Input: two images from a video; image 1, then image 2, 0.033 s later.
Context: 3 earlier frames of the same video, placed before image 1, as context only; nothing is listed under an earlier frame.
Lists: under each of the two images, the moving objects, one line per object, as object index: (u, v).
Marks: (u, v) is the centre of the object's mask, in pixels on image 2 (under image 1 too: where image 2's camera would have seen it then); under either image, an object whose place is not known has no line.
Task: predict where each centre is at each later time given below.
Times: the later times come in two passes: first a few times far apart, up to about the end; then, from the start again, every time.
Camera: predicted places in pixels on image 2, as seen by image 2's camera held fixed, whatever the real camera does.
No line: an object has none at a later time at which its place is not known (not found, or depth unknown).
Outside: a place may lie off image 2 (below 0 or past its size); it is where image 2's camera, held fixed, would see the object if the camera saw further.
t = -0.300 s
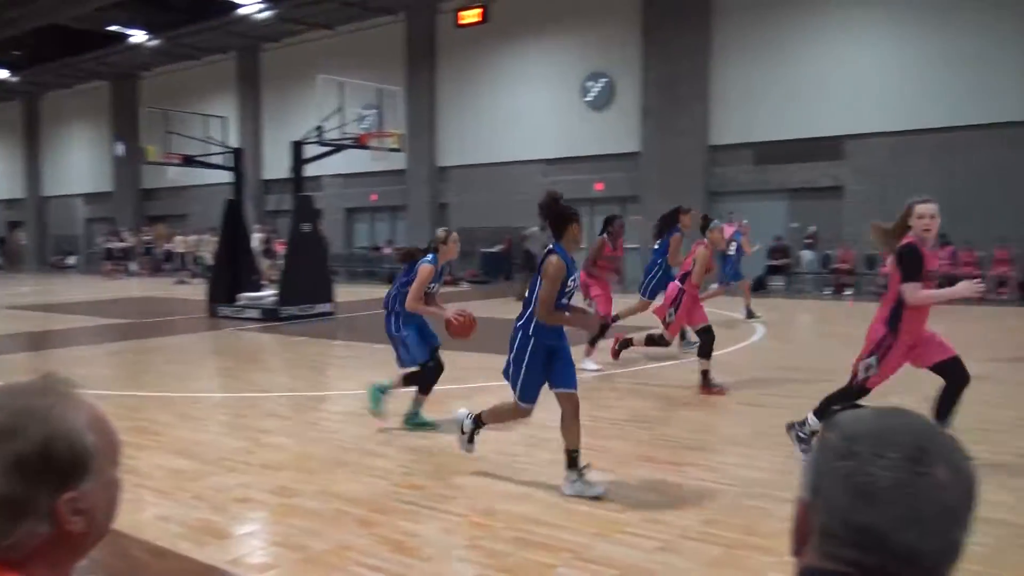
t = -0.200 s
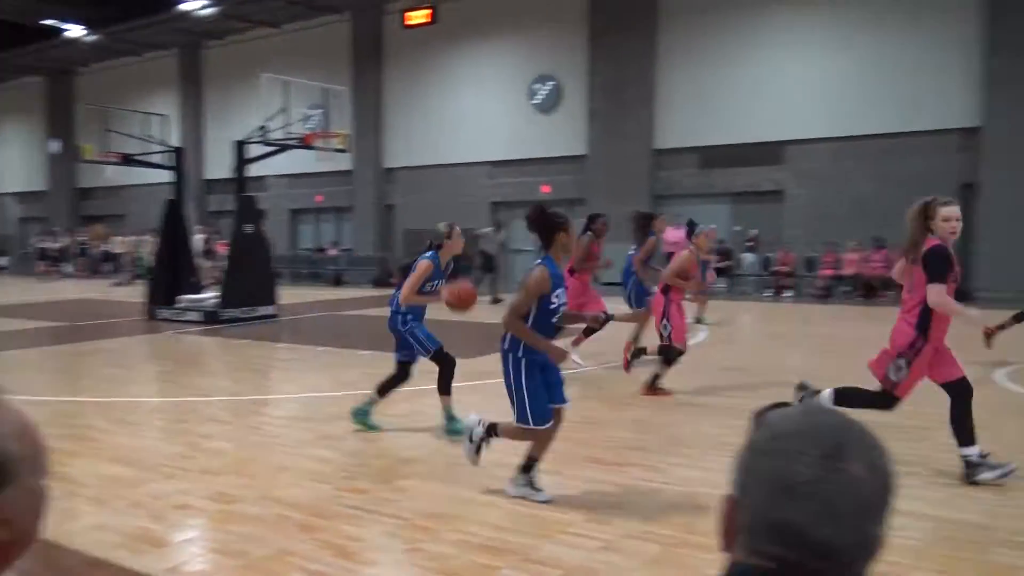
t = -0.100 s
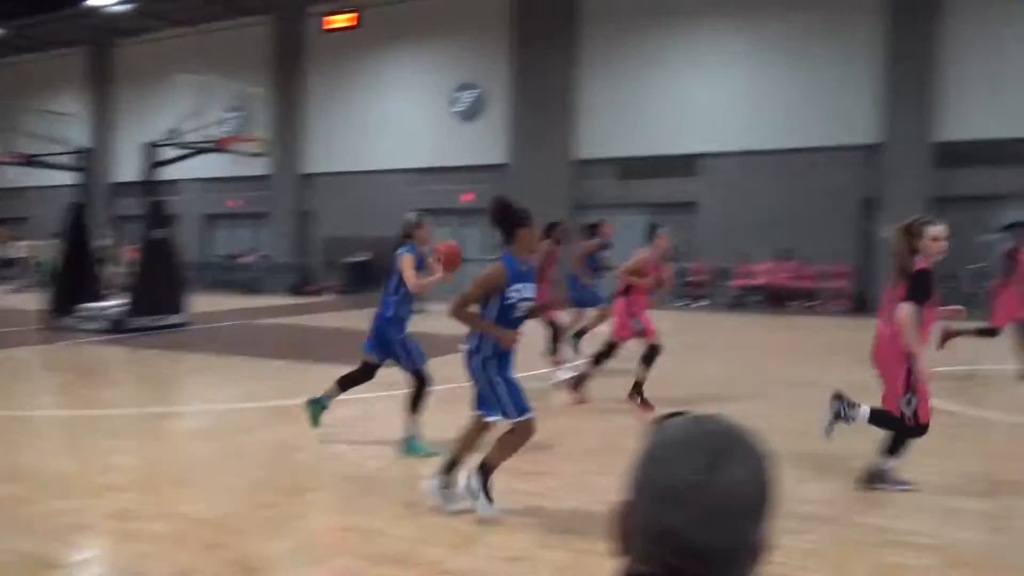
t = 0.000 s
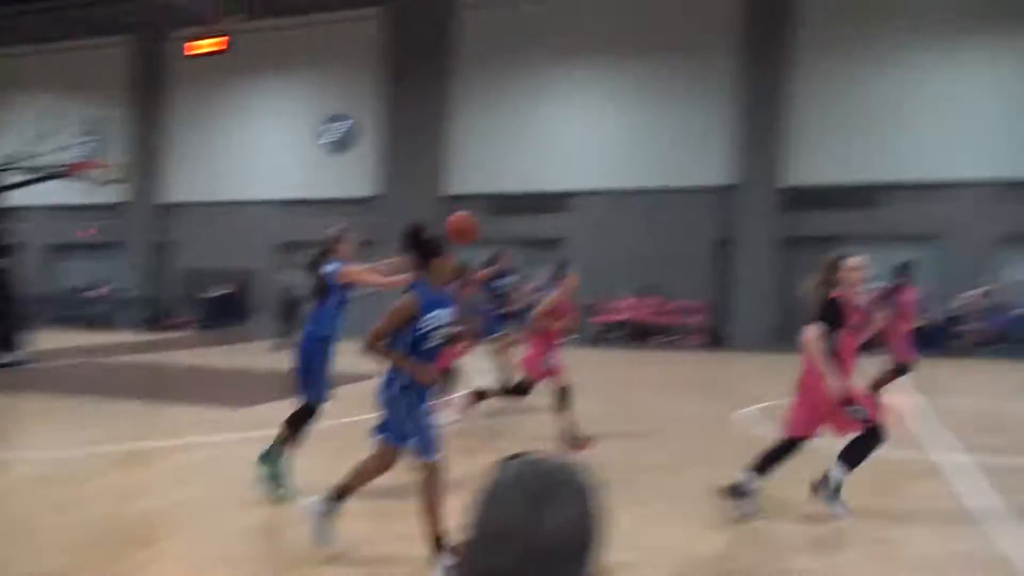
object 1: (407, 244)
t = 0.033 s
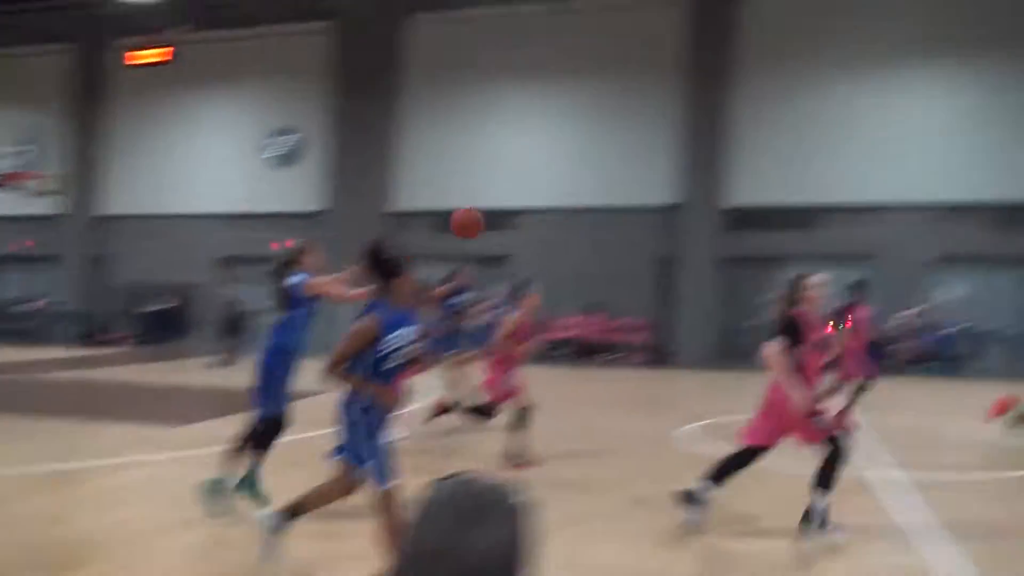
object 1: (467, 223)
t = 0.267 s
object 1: (840, 127)
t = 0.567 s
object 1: (1259, 114)
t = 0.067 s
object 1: (525, 204)
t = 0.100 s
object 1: (580, 186)
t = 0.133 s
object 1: (635, 172)
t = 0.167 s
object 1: (688, 158)
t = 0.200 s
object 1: (740, 146)
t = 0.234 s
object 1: (790, 136)
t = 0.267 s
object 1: (840, 127)
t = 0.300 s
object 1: (889, 120)
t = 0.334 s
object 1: (936, 114)
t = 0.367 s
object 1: (983, 109)
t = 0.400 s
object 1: (1030, 106)
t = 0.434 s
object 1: (1077, 105)
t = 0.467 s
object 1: (1127, 103)
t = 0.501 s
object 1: (1171, 106)
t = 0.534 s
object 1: (1216, 109)
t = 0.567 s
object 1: (1259, 114)
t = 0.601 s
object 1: (1302, 119)
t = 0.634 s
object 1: (1344, 125)
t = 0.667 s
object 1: (1385, 132)
